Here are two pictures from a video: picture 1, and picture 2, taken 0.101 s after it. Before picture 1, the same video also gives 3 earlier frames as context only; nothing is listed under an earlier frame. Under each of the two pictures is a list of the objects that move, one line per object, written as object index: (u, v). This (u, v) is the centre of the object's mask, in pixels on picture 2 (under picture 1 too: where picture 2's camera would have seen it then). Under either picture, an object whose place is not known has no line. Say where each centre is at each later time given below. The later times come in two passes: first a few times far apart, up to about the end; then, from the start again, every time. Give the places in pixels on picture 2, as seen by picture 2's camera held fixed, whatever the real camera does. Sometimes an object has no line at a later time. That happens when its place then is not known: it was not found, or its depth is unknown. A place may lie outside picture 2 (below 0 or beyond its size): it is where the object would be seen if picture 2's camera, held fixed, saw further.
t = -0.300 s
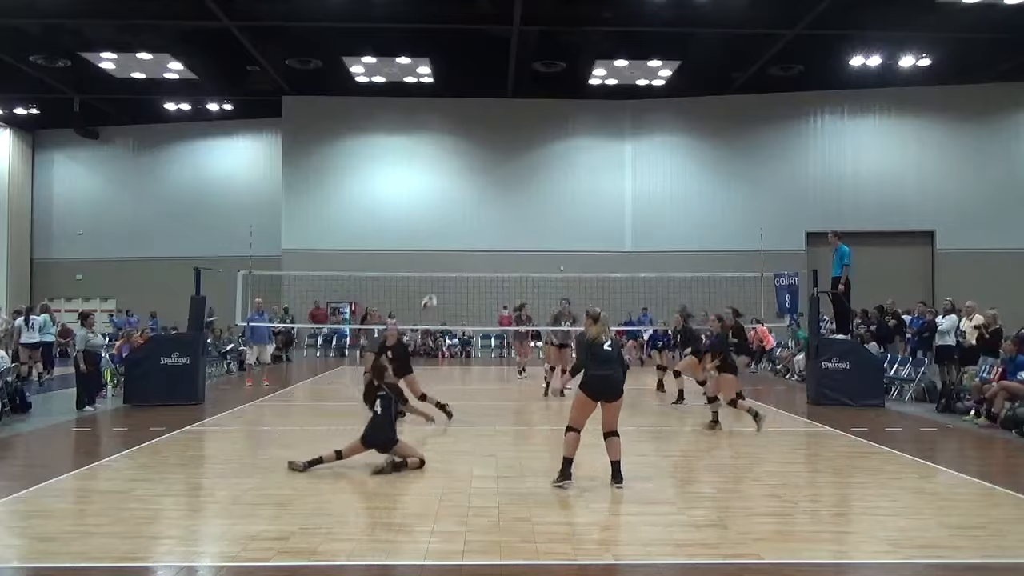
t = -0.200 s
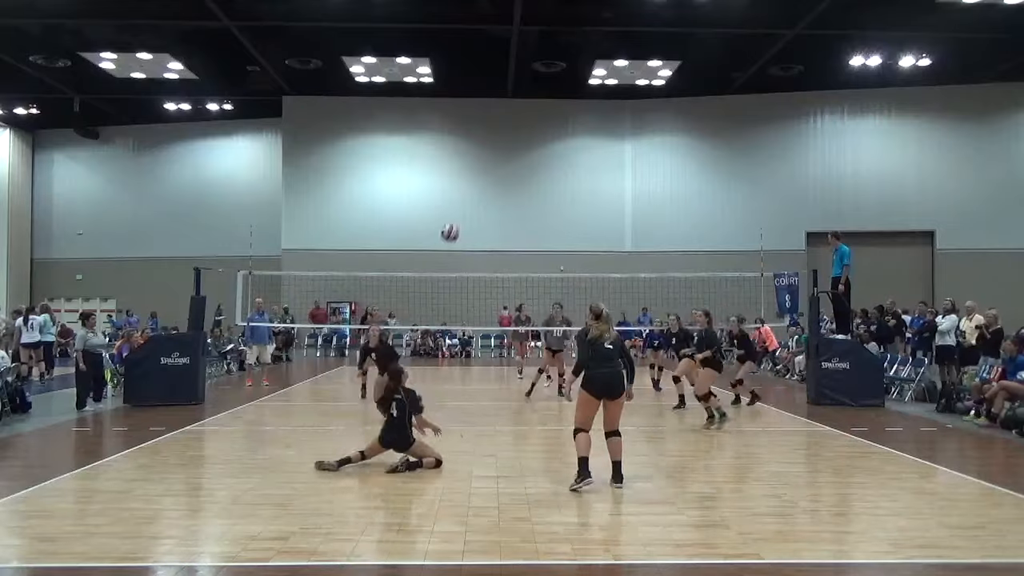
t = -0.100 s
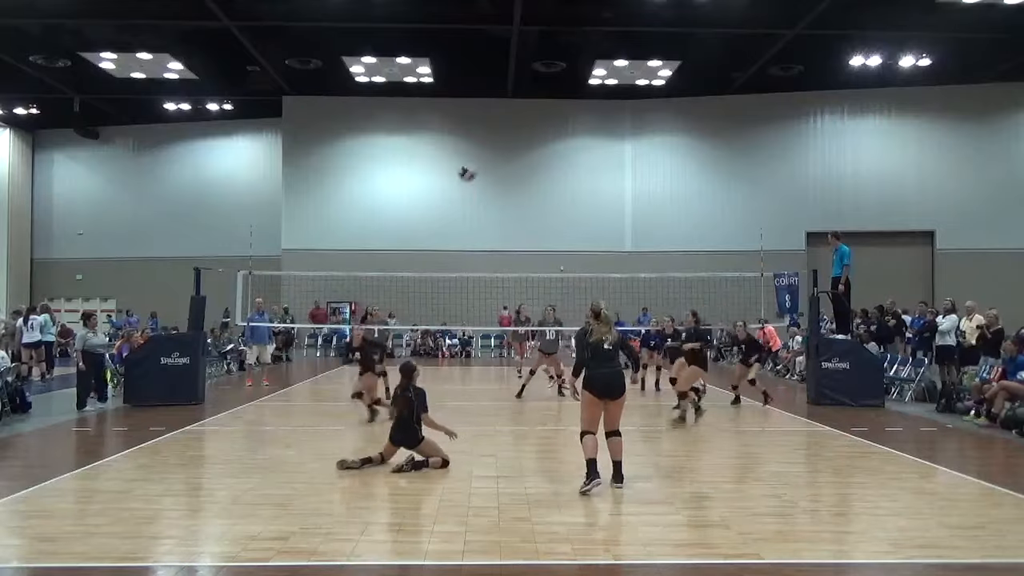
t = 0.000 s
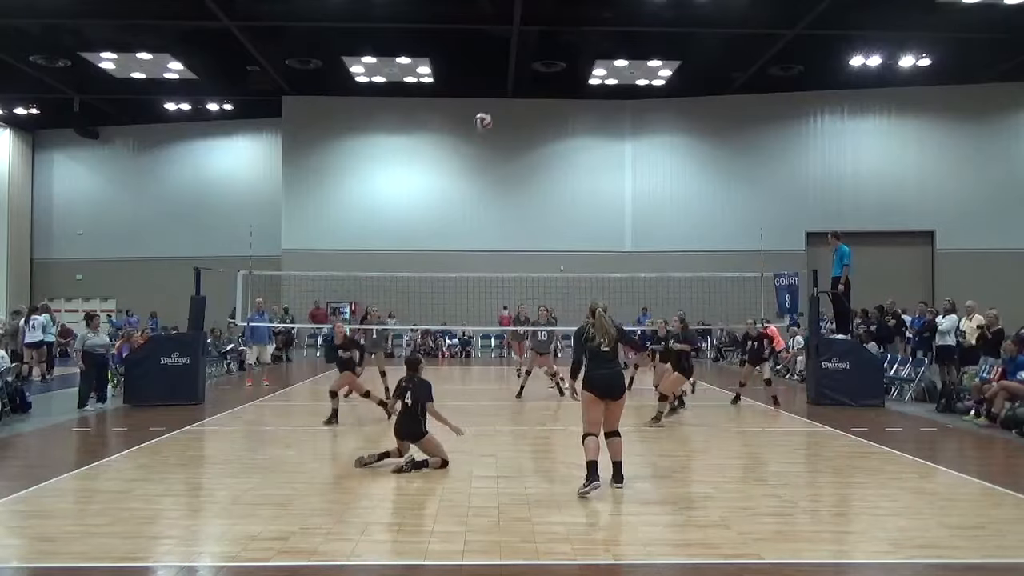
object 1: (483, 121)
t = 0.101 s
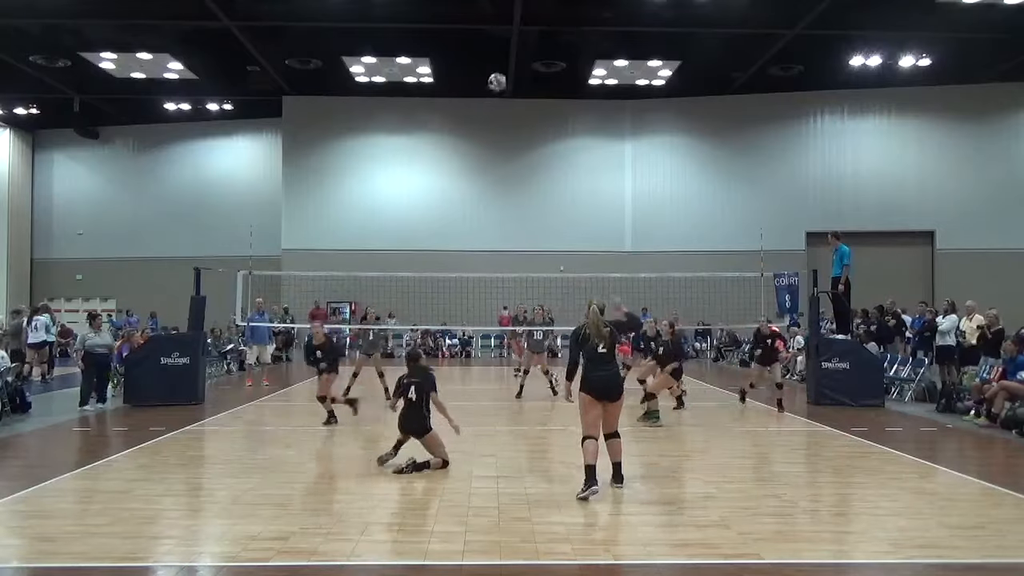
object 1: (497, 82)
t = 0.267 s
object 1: (518, 36)
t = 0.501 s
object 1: (545, 10)
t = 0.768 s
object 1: (572, 31)
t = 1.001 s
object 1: (593, 88)
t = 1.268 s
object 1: (618, 191)
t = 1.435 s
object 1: (633, 274)
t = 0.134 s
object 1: (501, 71)
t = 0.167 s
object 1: (506, 61)
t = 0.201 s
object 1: (510, 52)
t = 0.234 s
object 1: (514, 43)
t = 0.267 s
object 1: (518, 36)
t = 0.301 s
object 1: (522, 30)
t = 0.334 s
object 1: (526, 24)
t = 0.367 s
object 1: (530, 20)
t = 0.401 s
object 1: (533, 16)
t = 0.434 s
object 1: (537, 13)
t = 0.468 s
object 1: (541, 12)
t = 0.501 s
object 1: (545, 10)
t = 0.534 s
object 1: (548, 10)
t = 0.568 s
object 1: (552, 11)
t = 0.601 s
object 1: (555, 12)
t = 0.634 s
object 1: (559, 14)
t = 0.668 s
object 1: (562, 17)
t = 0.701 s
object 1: (565, 21)
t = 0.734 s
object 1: (568, 26)
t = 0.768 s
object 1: (572, 31)
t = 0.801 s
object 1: (575, 37)
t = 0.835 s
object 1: (578, 44)
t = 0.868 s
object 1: (582, 51)
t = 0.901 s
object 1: (585, 59)
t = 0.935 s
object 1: (587, 68)
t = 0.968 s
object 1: (589, 78)
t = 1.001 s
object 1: (593, 88)
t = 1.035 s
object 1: (596, 97)
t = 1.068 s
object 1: (600, 109)
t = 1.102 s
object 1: (603, 120)
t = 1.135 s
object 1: (606, 134)
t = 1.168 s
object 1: (609, 148)
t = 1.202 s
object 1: (612, 162)
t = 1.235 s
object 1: (615, 177)
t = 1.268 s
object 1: (618, 191)
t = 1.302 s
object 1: (621, 207)
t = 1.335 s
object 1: (624, 224)
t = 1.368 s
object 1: (627, 240)
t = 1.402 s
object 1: (631, 257)
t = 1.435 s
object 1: (633, 274)
